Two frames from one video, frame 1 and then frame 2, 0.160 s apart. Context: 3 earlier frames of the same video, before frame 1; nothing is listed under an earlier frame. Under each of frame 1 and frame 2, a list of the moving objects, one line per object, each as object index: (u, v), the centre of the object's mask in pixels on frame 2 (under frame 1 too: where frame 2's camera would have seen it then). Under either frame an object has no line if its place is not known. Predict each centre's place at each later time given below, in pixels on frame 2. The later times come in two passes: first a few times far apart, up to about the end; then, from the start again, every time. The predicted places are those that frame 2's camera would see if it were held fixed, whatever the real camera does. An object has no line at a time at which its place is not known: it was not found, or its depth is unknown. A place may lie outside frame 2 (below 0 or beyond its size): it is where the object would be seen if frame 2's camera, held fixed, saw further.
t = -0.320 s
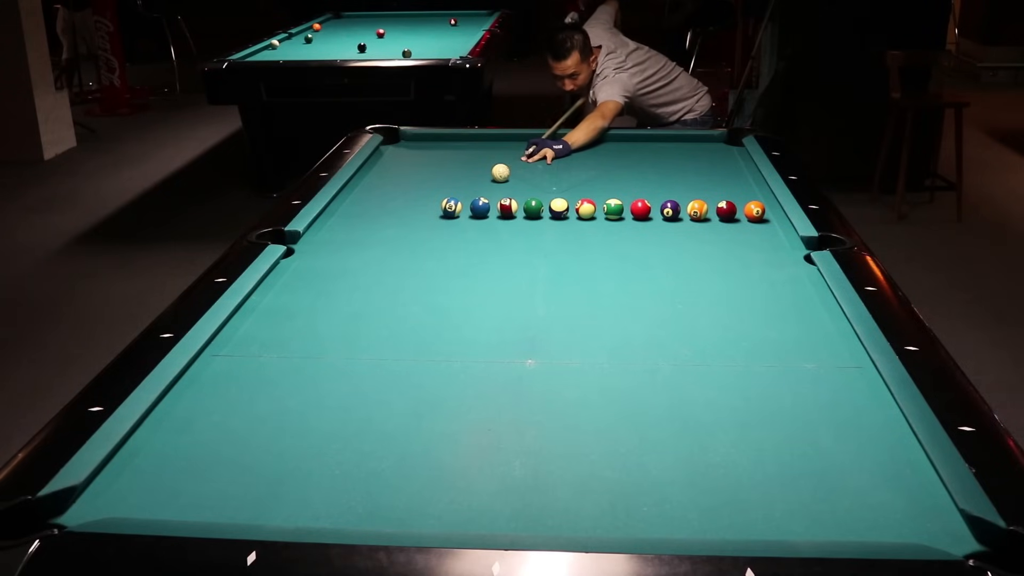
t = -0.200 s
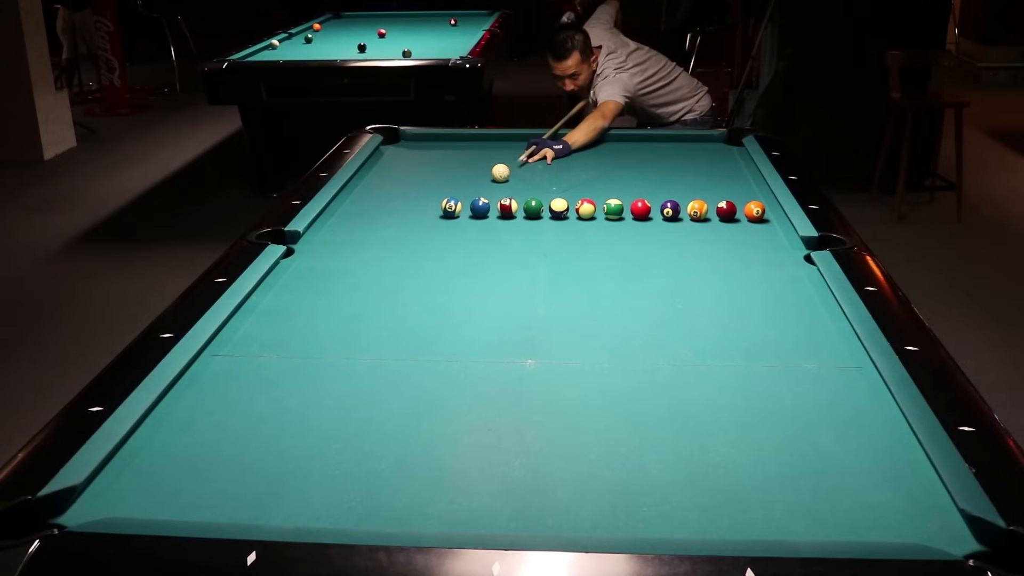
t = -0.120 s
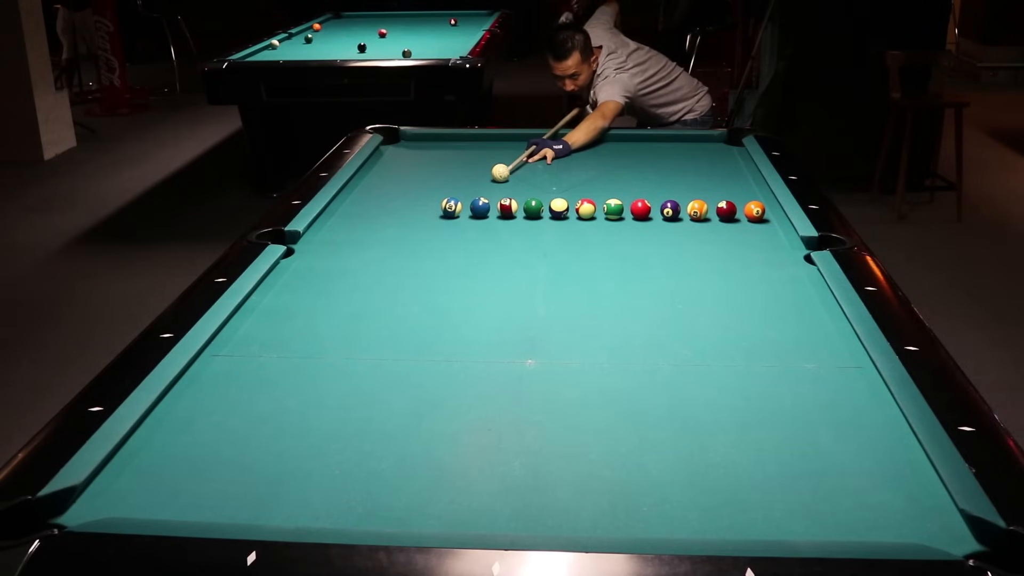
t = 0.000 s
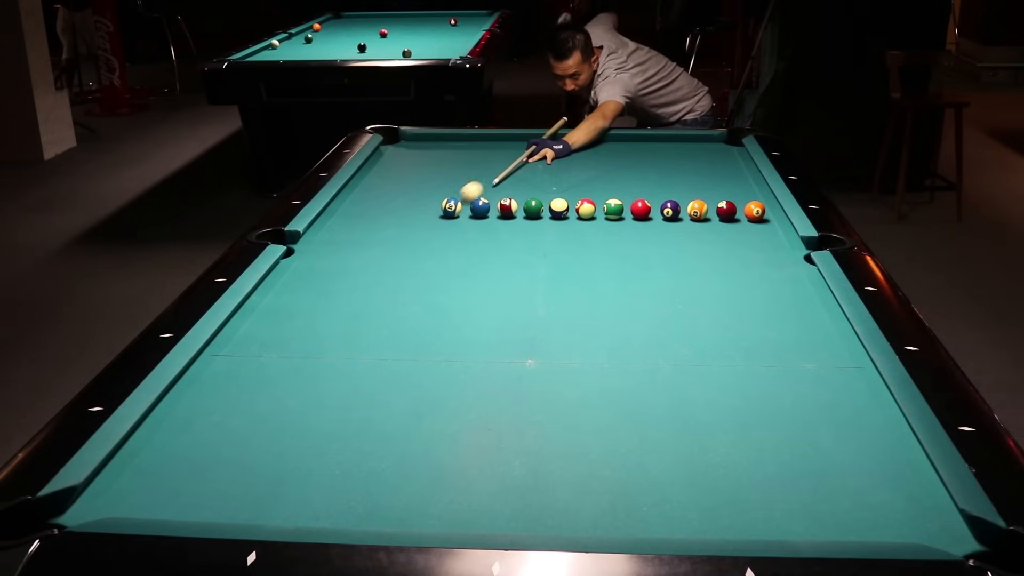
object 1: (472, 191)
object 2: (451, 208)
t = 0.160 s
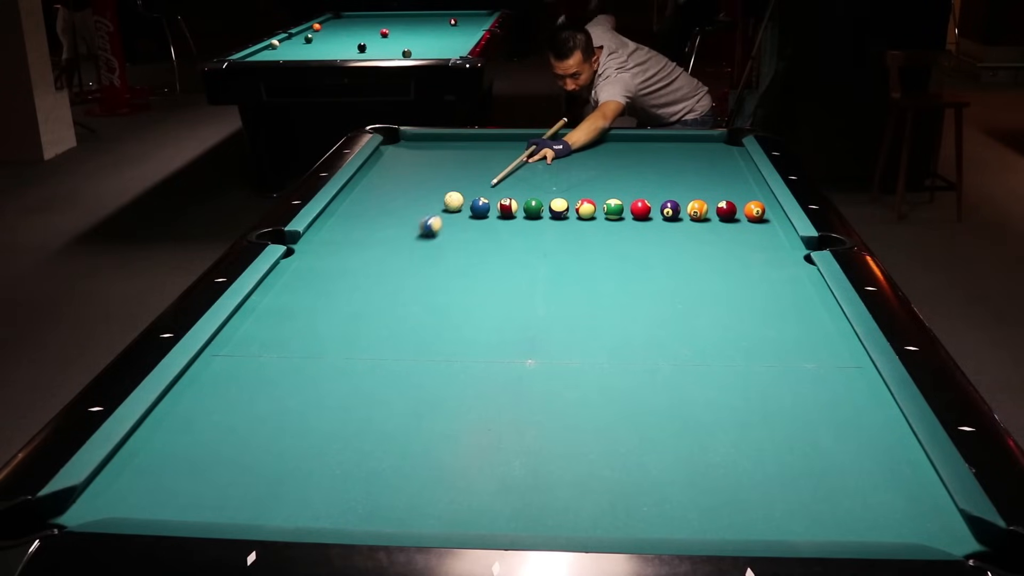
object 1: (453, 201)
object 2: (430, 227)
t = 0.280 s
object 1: (450, 201)
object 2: (408, 246)
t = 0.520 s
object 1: (444, 200)
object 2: (358, 289)
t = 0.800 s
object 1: (438, 199)
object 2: (285, 353)
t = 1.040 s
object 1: (435, 199)
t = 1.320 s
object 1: (433, 199)
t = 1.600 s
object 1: (433, 199)
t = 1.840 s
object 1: (433, 199)
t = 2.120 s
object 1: (433, 199)
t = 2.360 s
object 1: (433, 199)
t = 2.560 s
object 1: (433, 199)
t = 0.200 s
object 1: (452, 201)
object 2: (422, 233)
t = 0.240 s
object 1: (451, 201)
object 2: (415, 240)
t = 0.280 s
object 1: (450, 201)
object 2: (408, 246)
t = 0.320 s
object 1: (448, 201)
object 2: (401, 251)
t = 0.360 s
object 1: (447, 200)
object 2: (393, 258)
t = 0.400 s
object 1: (446, 200)
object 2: (385, 265)
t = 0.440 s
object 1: (445, 200)
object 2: (377, 273)
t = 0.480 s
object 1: (444, 200)
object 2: (368, 280)
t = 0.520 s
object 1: (444, 200)
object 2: (358, 289)
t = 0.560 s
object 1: (443, 200)
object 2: (349, 297)
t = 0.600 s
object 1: (442, 200)
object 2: (340, 304)
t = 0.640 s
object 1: (441, 200)
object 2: (330, 313)
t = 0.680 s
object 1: (440, 200)
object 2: (319, 322)
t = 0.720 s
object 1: (439, 199)
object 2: (309, 332)
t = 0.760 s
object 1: (439, 199)
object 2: (298, 342)
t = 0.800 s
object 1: (438, 199)
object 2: (285, 353)
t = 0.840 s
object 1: (438, 199)
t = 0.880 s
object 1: (437, 199)
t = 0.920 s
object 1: (436, 199)
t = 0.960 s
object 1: (436, 199)
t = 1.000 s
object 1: (435, 199)
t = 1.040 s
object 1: (435, 199)
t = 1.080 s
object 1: (434, 199)
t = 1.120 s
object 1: (434, 199)
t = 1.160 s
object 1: (434, 199)
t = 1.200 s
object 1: (433, 199)
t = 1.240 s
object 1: (433, 199)
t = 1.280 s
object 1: (433, 199)
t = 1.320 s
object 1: (433, 199)
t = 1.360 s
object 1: (432, 199)
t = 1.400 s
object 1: (432, 199)
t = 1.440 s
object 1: (432, 199)
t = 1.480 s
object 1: (432, 199)
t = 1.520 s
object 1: (432, 199)
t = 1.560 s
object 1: (433, 199)
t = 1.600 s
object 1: (433, 199)
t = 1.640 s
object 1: (433, 199)
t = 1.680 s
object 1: (433, 199)
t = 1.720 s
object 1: (433, 199)
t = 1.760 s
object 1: (433, 199)
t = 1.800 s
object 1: (433, 199)
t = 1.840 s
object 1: (433, 199)
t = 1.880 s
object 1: (433, 199)
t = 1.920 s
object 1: (433, 199)
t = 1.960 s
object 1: (433, 199)
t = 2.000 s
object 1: (433, 199)
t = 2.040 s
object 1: (433, 199)
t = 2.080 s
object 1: (433, 199)
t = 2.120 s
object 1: (433, 199)
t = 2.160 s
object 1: (433, 199)
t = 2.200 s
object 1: (433, 199)
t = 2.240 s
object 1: (433, 199)
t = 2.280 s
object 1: (433, 199)
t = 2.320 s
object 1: (433, 199)
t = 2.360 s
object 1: (433, 199)
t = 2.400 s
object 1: (433, 199)
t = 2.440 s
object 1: (433, 199)
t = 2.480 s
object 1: (433, 199)
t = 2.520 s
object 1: (433, 199)
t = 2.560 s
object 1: (433, 199)
